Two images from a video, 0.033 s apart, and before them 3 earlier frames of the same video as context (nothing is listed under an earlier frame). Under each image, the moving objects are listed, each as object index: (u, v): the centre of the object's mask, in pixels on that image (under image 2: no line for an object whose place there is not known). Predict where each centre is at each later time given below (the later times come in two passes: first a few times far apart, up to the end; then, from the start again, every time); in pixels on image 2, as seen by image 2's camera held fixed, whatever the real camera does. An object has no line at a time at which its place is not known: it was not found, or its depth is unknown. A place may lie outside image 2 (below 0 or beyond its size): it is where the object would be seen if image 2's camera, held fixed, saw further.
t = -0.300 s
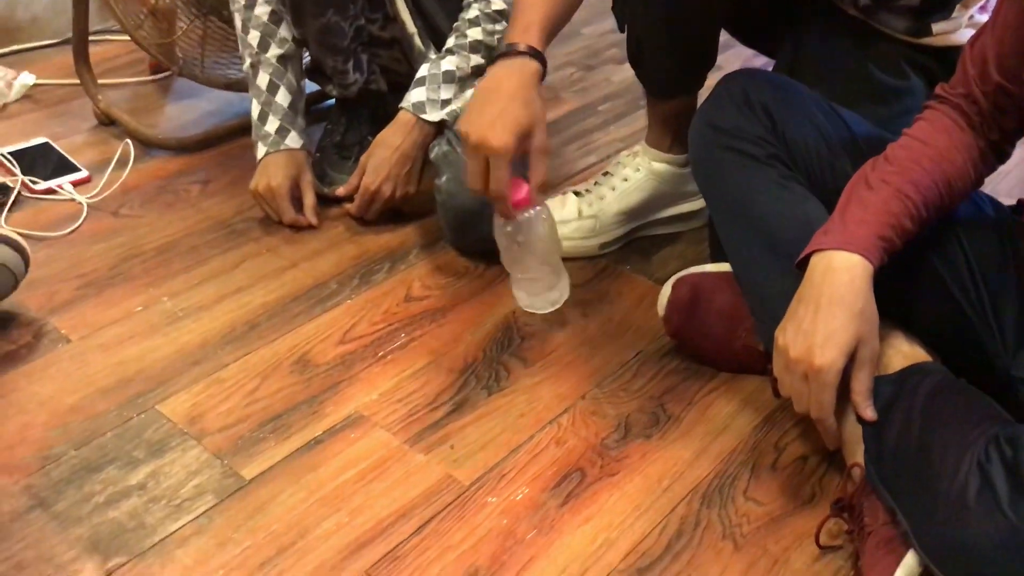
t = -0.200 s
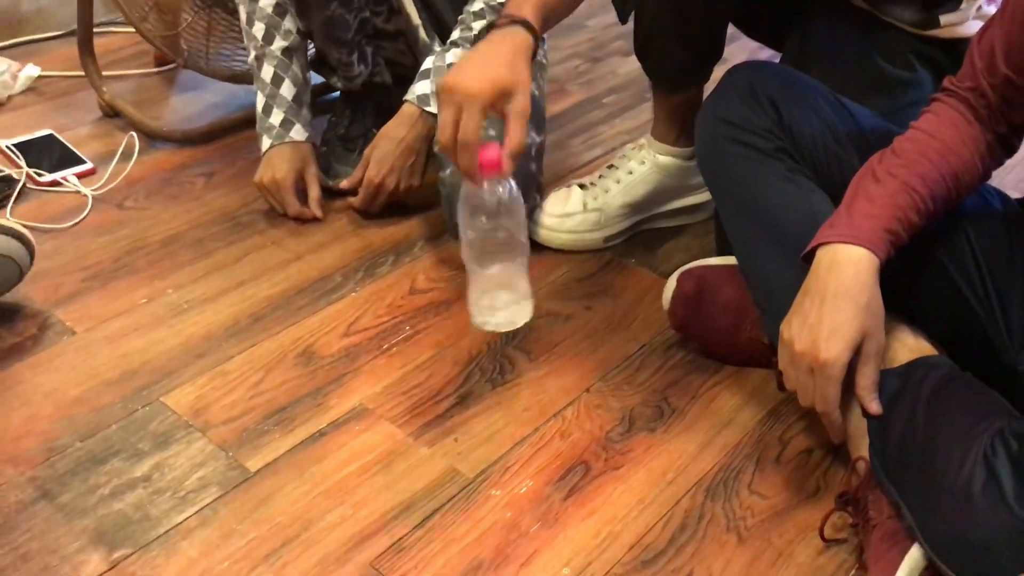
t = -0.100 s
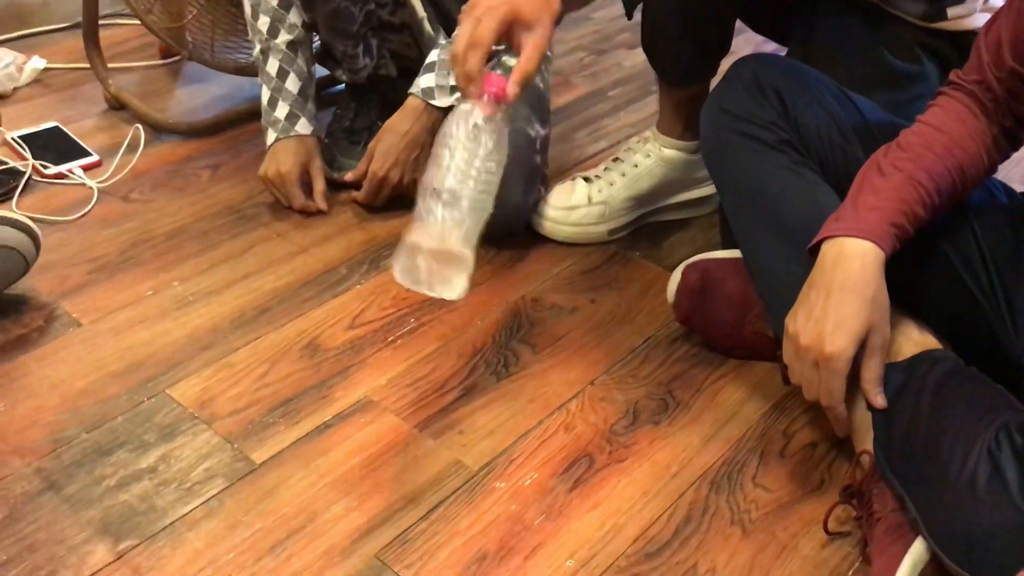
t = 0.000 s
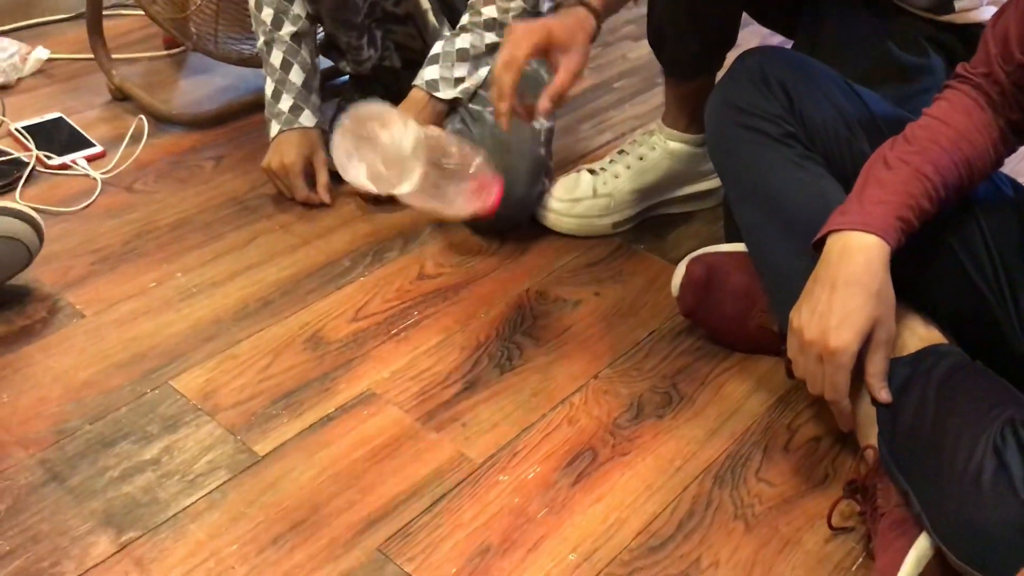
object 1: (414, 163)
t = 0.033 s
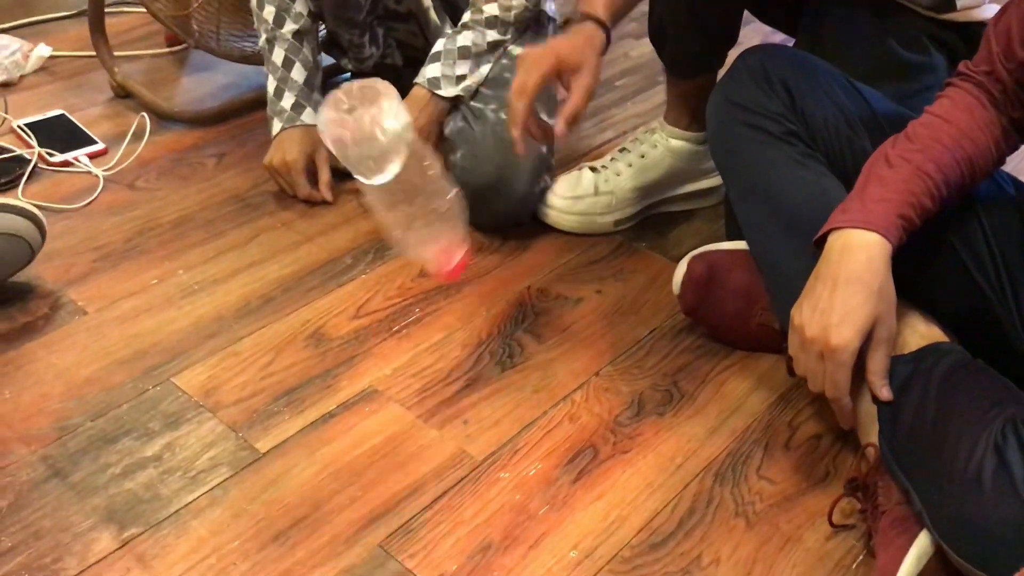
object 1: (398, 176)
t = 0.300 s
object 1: (239, 446)
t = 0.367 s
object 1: (241, 455)
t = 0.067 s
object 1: (370, 200)
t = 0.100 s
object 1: (337, 231)
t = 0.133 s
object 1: (300, 256)
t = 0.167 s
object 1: (268, 283)
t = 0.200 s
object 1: (245, 311)
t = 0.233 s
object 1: (232, 349)
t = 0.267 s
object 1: (235, 400)
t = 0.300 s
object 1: (239, 446)
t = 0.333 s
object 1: (248, 452)
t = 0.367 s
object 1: (241, 455)
